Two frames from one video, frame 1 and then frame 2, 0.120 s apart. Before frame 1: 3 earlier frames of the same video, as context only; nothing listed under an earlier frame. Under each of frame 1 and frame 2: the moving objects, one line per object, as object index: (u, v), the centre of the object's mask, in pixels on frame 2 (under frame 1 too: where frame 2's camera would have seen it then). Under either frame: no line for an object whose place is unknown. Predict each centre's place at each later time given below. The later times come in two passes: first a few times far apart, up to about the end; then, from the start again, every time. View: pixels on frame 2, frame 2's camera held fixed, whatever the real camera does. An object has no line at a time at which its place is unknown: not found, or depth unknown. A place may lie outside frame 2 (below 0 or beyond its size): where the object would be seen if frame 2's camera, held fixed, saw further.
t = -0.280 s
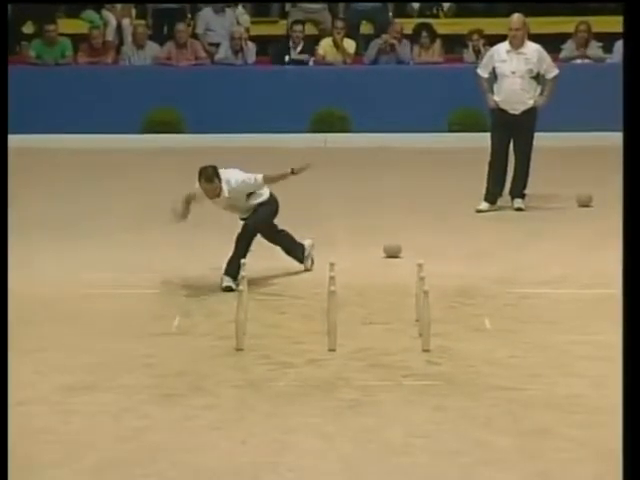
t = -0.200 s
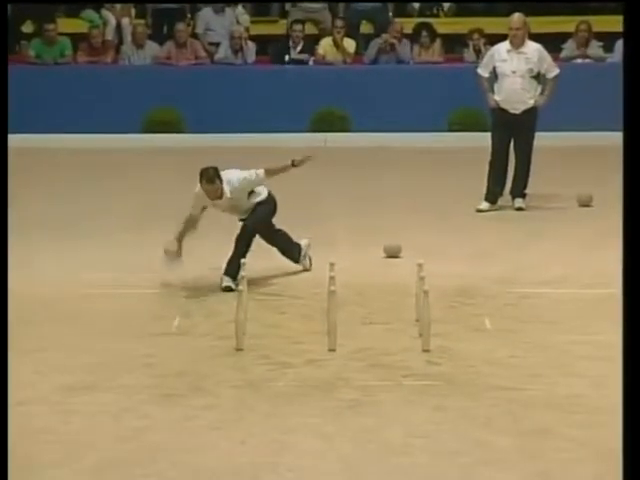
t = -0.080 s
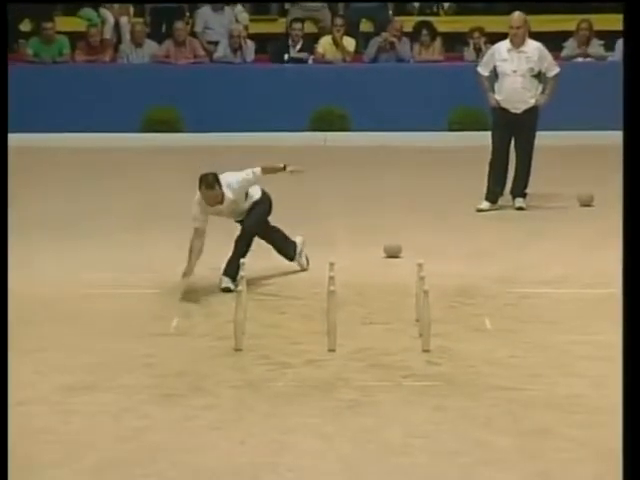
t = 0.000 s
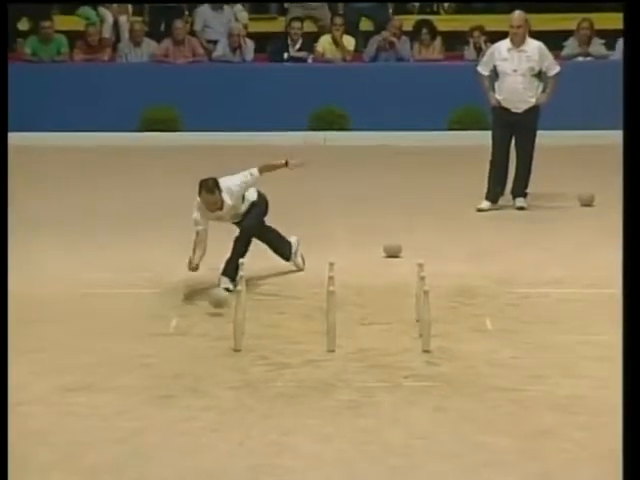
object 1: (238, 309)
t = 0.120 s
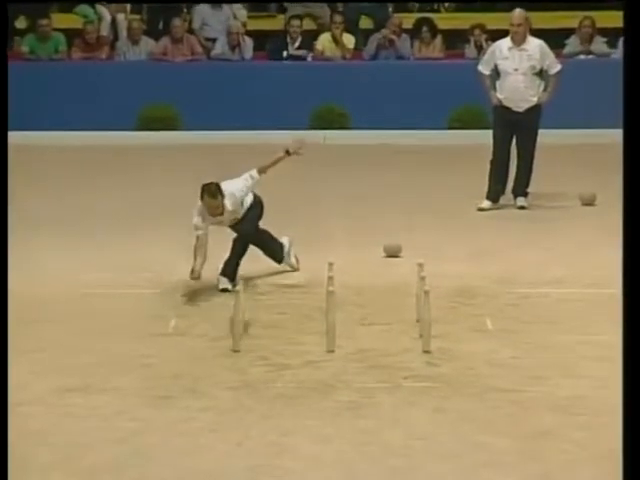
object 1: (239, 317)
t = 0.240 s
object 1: (237, 321)
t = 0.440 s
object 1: (224, 336)
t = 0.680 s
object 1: (209, 349)
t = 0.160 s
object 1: (238, 315)
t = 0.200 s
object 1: (237, 321)
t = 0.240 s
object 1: (237, 321)
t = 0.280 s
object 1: (236, 322)
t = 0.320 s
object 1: (234, 324)
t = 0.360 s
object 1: (231, 324)
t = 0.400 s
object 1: (227, 327)
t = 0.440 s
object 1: (224, 336)
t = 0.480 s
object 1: (224, 353)
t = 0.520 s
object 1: (216, 351)
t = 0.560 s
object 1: (214, 349)
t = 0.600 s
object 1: (212, 347)
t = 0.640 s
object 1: (211, 347)
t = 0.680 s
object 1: (209, 349)
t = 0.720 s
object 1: (209, 353)
